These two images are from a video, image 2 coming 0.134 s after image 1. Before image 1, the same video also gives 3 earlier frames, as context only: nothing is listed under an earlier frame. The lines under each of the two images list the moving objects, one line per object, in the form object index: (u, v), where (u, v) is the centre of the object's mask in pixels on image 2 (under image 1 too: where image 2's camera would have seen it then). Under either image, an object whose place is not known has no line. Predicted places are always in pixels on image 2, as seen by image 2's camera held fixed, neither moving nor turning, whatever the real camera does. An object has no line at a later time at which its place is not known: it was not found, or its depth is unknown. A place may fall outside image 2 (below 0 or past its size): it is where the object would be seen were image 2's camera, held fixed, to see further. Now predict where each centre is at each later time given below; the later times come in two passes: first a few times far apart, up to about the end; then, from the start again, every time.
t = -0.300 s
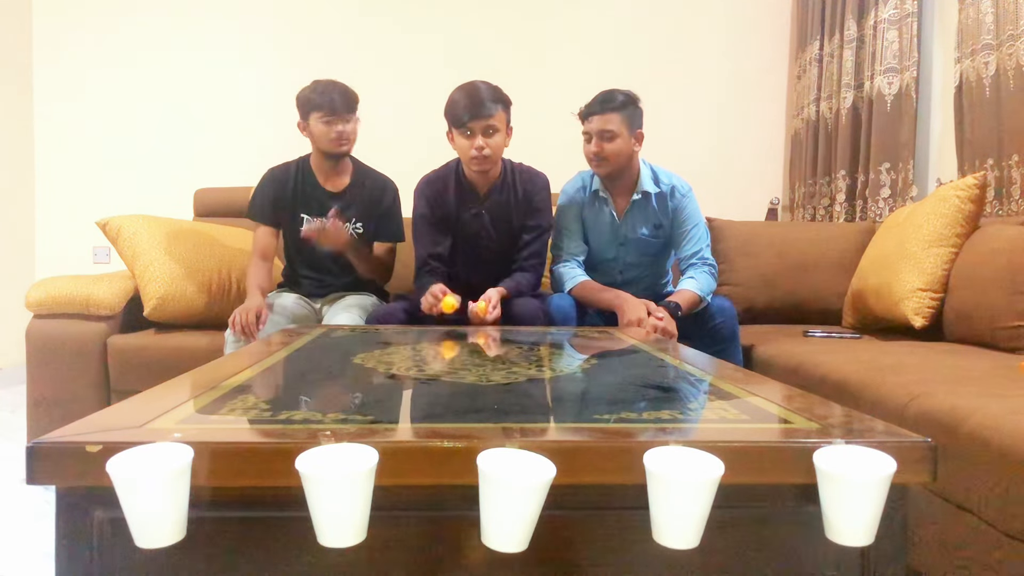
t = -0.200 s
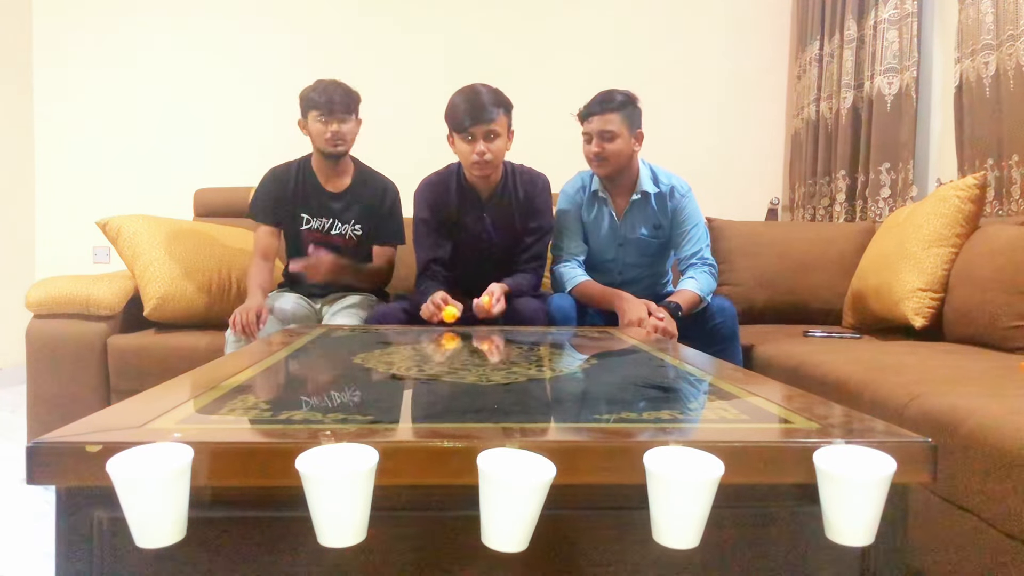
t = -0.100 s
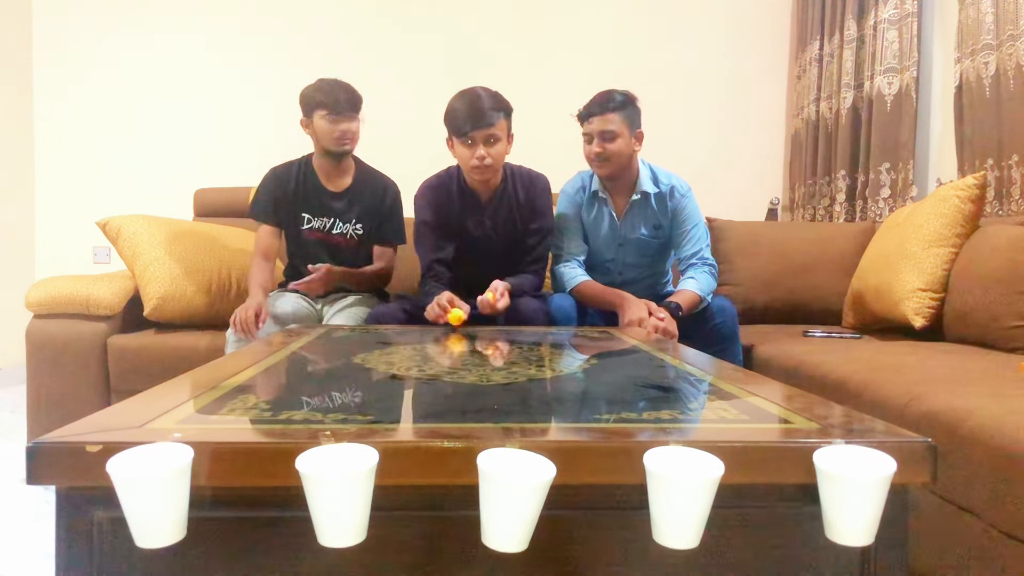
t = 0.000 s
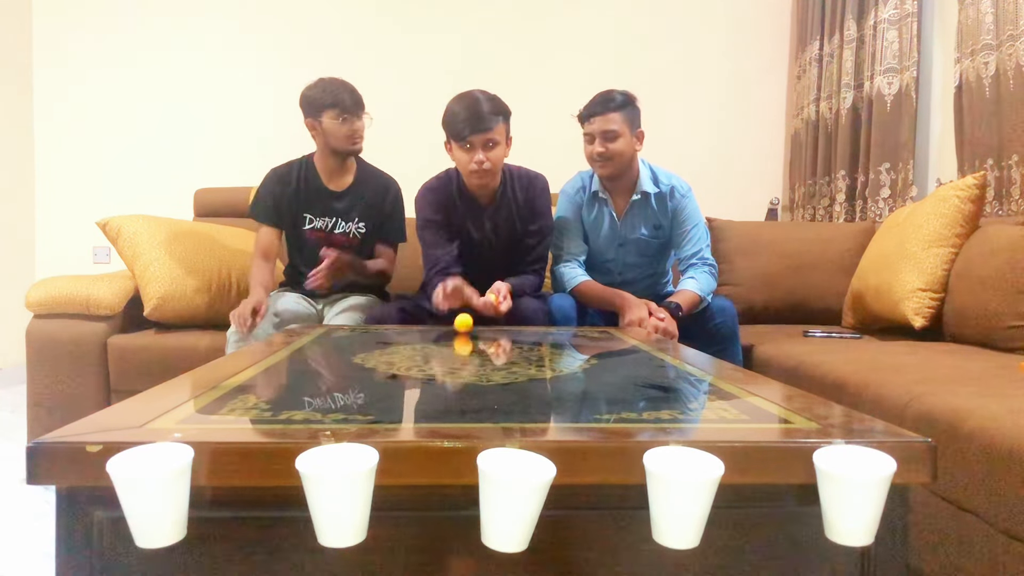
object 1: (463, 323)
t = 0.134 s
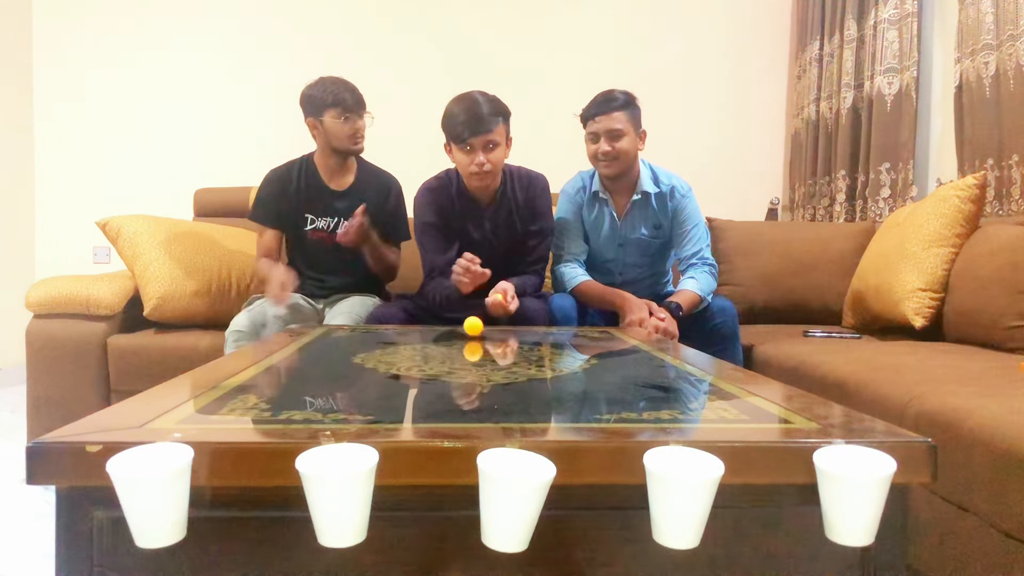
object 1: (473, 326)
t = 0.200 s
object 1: (478, 329)
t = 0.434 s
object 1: (499, 338)
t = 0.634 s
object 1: (518, 344)
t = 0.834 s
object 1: (537, 350)
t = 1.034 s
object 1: (553, 358)
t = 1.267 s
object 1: (570, 367)
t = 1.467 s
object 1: (582, 376)
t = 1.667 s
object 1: (593, 384)
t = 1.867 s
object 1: (607, 394)
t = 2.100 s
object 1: (626, 406)
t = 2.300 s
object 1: (645, 415)
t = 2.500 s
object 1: (674, 464)
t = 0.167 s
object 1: (476, 329)
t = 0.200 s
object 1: (478, 329)
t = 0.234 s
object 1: (481, 331)
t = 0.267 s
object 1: (484, 331)
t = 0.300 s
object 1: (487, 333)
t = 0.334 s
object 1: (490, 334)
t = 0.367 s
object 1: (493, 335)
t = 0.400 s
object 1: (496, 337)
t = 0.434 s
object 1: (499, 338)
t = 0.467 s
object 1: (502, 339)
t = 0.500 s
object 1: (506, 340)
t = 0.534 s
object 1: (509, 341)
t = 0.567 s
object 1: (512, 342)
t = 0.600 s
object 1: (515, 343)
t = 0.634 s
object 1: (518, 344)
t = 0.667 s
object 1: (522, 345)
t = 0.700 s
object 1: (525, 346)
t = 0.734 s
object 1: (528, 347)
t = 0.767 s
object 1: (531, 348)
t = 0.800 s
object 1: (534, 349)
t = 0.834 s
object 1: (537, 350)
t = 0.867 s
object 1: (540, 351)
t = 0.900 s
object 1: (543, 353)
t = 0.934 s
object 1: (546, 354)
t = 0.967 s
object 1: (549, 355)
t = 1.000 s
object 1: (551, 357)
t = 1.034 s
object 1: (553, 358)
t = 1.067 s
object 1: (556, 359)
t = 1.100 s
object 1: (559, 360)
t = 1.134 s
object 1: (561, 362)
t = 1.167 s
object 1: (564, 363)
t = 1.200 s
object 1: (566, 364)
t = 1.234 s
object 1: (568, 366)
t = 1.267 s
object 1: (570, 367)
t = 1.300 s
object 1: (572, 368)
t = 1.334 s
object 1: (574, 370)
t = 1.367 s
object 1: (576, 371)
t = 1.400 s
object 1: (578, 373)
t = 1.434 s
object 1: (580, 374)
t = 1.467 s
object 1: (582, 376)
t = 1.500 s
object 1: (584, 377)
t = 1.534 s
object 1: (586, 378)
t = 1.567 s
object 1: (588, 380)
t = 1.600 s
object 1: (590, 381)
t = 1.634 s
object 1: (591, 383)
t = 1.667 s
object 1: (593, 384)
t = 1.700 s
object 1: (595, 386)
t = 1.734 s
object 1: (598, 387)
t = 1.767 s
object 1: (600, 389)
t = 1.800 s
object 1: (602, 391)
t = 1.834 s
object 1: (604, 392)
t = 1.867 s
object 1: (607, 394)
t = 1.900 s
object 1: (609, 395)
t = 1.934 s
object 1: (611, 397)
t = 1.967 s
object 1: (614, 399)
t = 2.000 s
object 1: (617, 401)
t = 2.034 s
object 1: (620, 403)
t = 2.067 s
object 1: (623, 404)
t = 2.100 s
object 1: (626, 406)
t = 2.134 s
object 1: (629, 407)
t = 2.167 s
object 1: (632, 408)
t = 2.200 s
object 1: (635, 410)
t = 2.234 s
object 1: (638, 411)
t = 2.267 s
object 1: (641, 413)
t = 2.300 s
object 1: (645, 415)
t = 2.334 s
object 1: (649, 417)
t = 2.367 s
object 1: (653, 420)
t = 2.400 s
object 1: (657, 425)
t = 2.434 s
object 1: (661, 432)
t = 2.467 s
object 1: (665, 448)
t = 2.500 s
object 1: (674, 464)
